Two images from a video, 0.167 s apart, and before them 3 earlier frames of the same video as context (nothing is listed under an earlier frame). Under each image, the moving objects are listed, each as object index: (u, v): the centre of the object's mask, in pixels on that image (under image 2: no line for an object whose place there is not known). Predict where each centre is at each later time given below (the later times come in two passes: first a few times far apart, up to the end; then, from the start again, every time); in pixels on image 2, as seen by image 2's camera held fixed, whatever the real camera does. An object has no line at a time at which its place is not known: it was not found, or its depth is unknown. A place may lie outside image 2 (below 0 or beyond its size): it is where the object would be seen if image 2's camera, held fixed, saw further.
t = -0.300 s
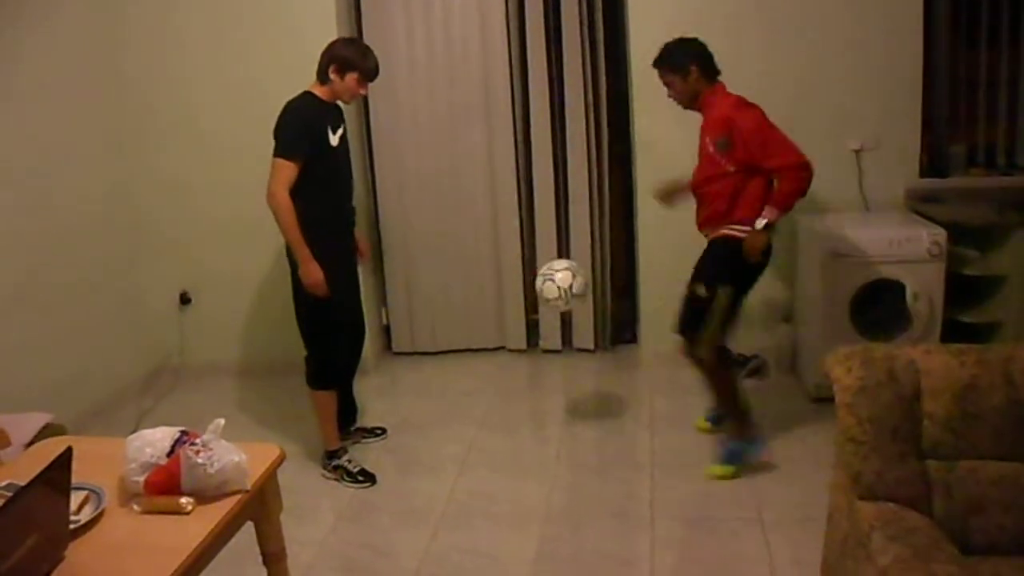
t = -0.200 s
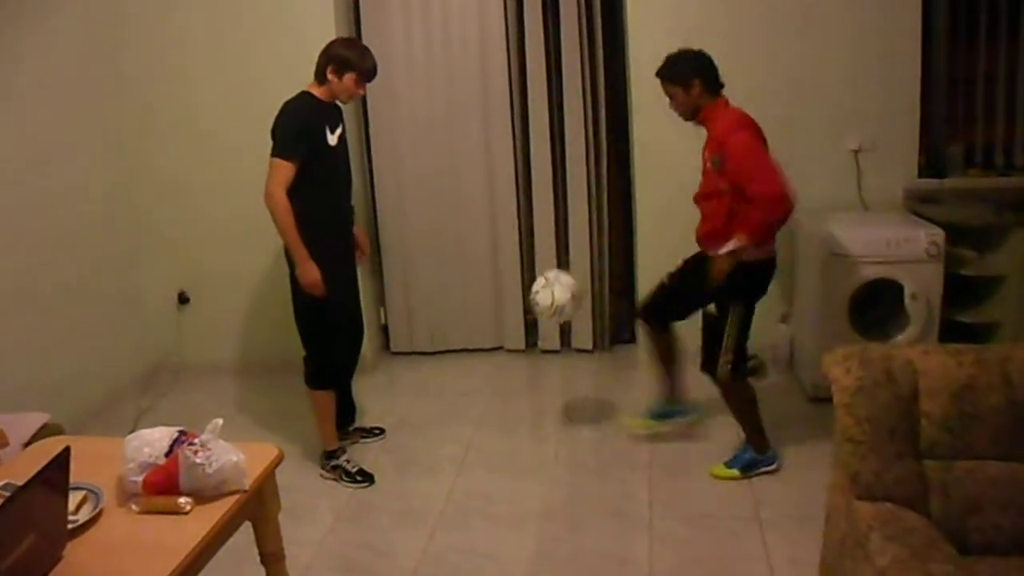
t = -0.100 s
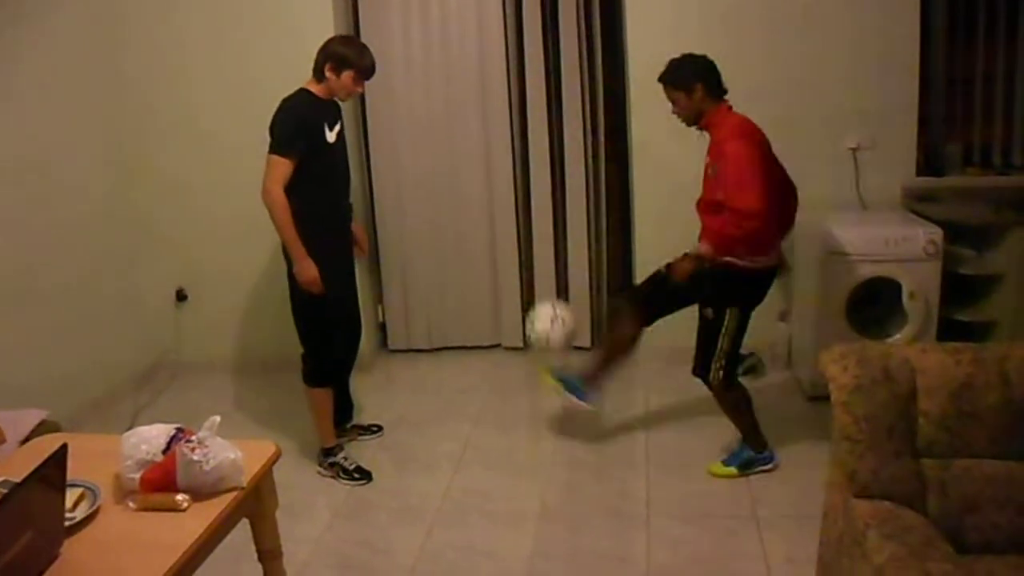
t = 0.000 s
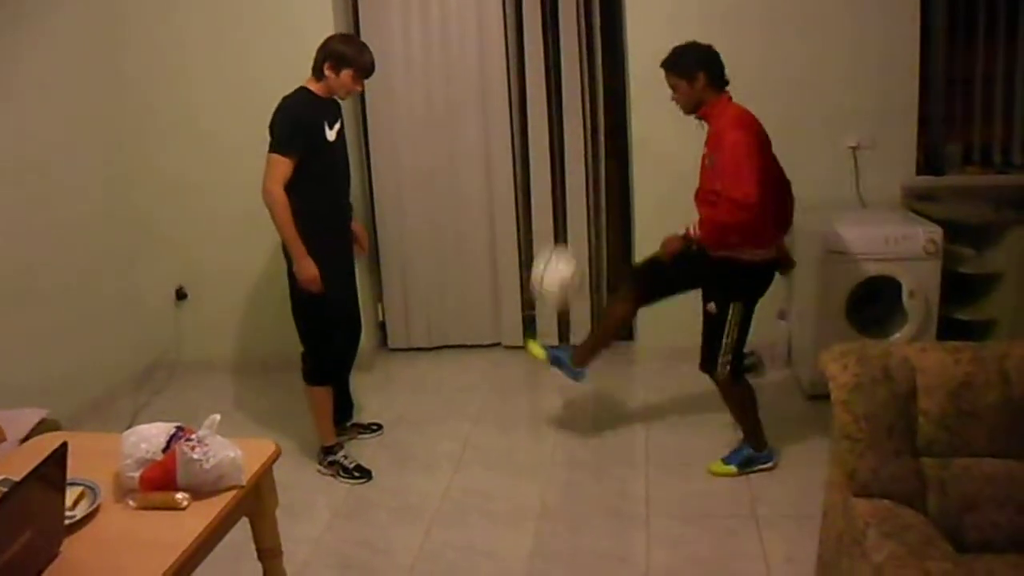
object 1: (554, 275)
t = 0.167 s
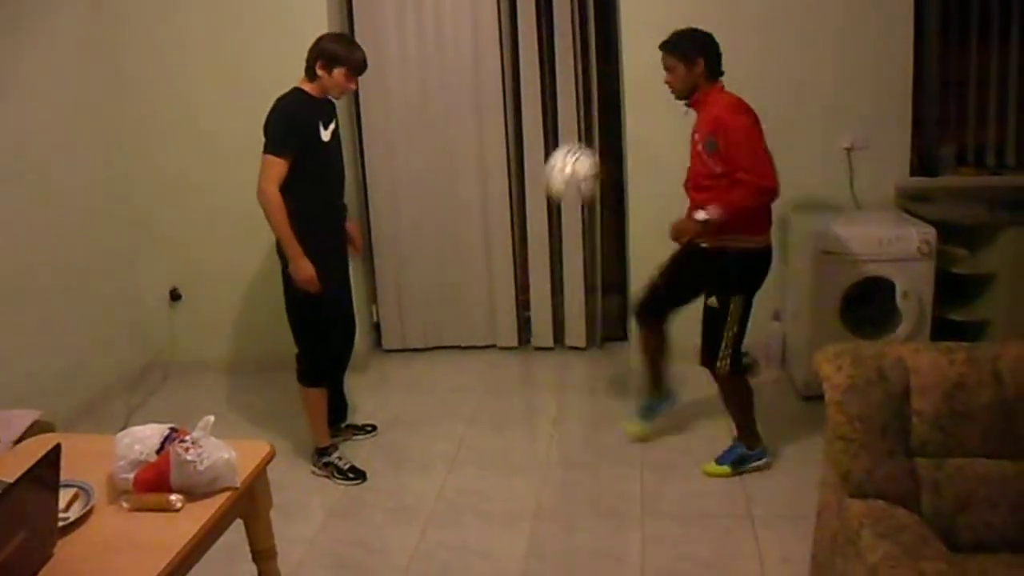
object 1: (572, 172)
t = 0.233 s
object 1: (582, 149)
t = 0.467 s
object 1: (619, 153)
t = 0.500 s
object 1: (625, 166)
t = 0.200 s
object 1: (577, 159)
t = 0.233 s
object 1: (582, 149)
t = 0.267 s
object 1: (588, 142)
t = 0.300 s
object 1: (593, 137)
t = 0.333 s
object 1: (598, 135)
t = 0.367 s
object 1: (603, 136)
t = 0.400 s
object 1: (608, 139)
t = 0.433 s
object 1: (613, 145)
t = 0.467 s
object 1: (619, 153)
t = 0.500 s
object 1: (625, 166)
